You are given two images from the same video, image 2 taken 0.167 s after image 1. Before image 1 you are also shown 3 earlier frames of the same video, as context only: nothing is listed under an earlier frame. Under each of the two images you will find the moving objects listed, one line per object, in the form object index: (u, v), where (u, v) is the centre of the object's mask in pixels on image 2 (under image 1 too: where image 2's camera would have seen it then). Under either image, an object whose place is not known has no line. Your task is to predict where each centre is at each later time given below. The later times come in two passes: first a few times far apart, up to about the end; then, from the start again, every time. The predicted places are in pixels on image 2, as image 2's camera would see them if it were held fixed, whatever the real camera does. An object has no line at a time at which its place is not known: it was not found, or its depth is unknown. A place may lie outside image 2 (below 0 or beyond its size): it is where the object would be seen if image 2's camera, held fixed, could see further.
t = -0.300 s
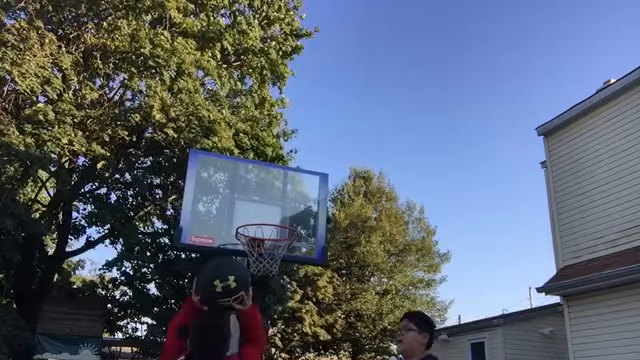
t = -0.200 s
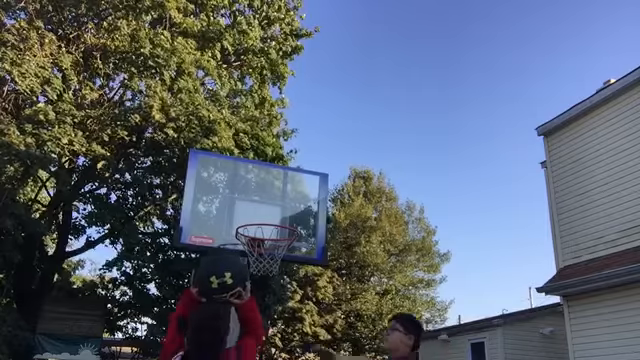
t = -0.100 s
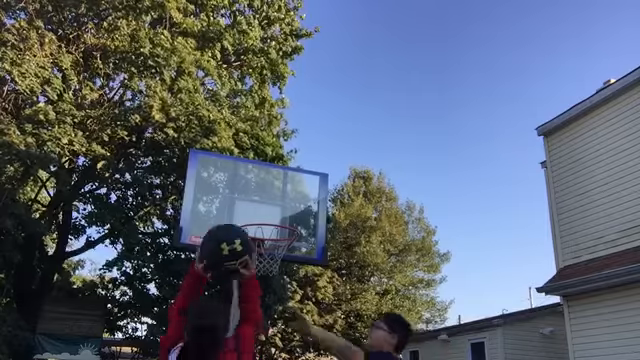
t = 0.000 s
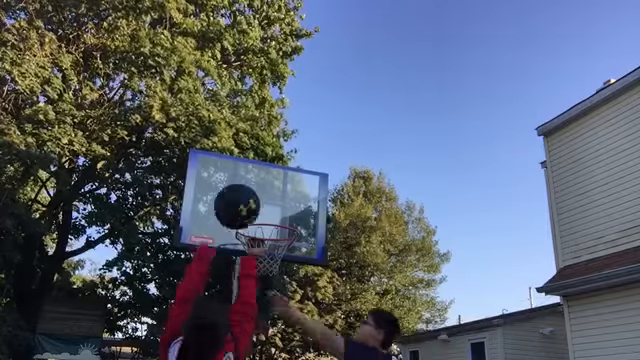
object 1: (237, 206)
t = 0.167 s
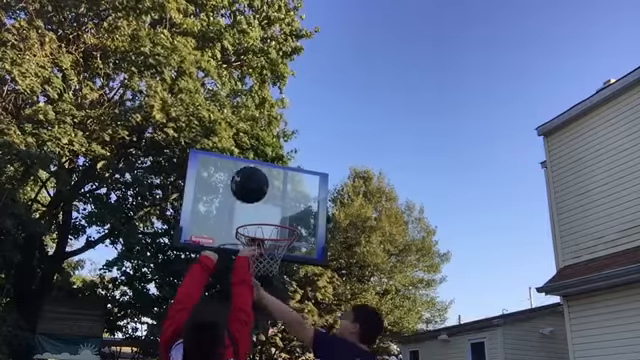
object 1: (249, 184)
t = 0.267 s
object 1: (253, 192)
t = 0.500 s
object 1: (252, 201)
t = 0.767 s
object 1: (253, 218)
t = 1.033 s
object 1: (276, 255)
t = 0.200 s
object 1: (251, 186)
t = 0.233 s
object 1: (252, 188)
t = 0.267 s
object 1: (253, 192)
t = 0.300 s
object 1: (254, 197)
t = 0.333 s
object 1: (255, 203)
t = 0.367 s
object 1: (255, 209)
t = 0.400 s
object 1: (255, 205)
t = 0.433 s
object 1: (254, 202)
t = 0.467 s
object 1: (253, 201)
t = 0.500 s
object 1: (252, 201)
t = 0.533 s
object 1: (251, 202)
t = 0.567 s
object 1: (250, 204)
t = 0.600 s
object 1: (249, 208)
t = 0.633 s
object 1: (248, 212)
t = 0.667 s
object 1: (247, 214)
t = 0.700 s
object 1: (249, 217)
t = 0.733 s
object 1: (251, 220)
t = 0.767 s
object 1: (253, 218)
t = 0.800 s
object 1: (256, 219)
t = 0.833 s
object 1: (260, 220)
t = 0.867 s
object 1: (264, 222)
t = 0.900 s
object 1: (265, 236)
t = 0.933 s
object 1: (270, 240)
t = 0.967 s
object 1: (272, 240)
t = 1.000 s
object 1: (277, 245)
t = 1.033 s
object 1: (276, 255)
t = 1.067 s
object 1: (276, 256)
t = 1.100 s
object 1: (276, 257)
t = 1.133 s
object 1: (276, 258)
